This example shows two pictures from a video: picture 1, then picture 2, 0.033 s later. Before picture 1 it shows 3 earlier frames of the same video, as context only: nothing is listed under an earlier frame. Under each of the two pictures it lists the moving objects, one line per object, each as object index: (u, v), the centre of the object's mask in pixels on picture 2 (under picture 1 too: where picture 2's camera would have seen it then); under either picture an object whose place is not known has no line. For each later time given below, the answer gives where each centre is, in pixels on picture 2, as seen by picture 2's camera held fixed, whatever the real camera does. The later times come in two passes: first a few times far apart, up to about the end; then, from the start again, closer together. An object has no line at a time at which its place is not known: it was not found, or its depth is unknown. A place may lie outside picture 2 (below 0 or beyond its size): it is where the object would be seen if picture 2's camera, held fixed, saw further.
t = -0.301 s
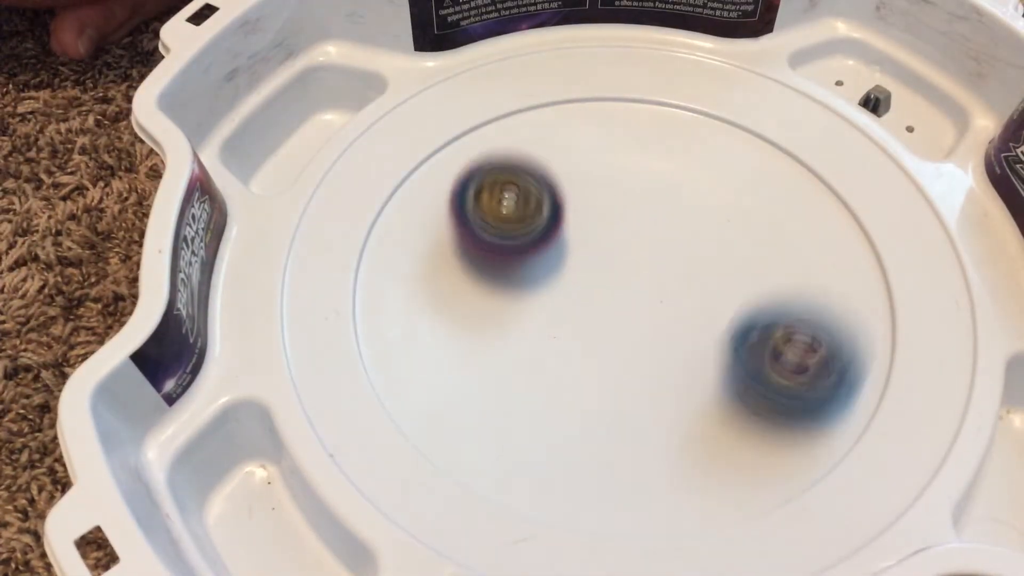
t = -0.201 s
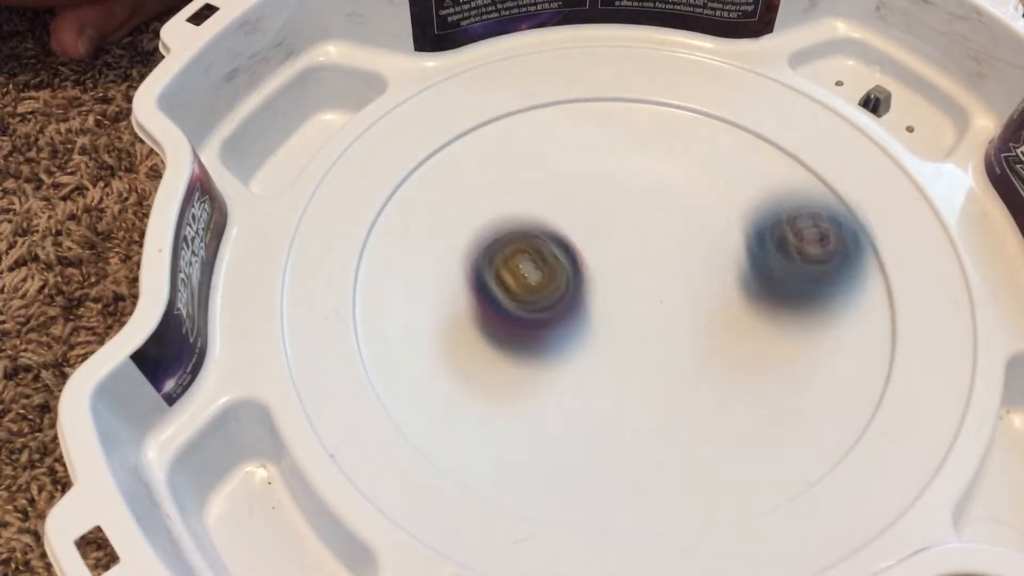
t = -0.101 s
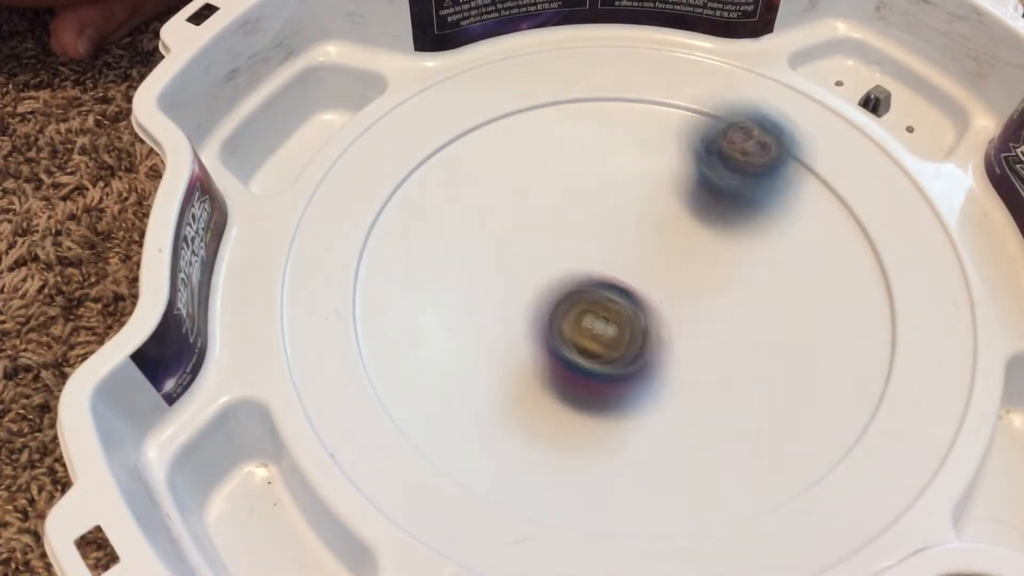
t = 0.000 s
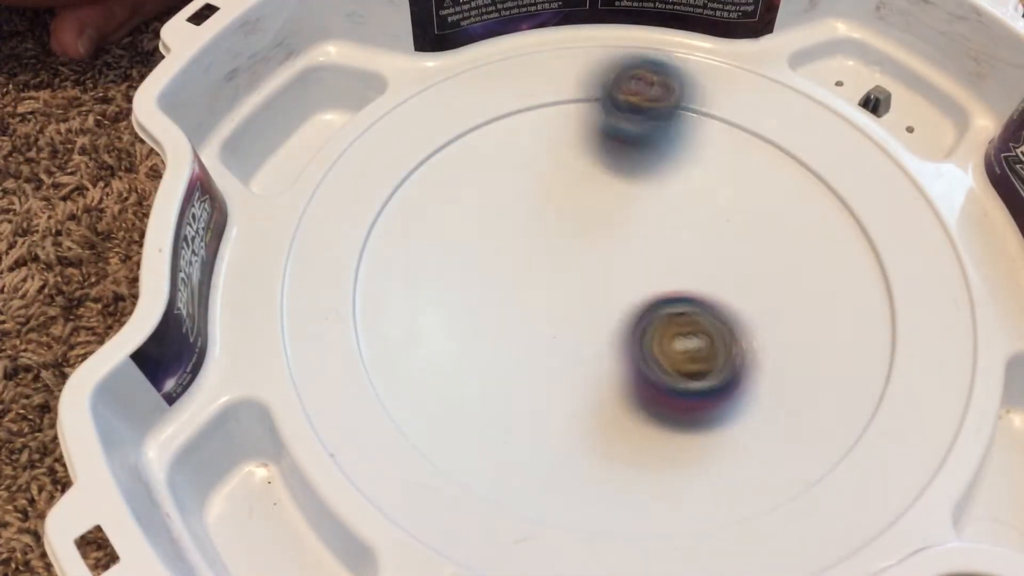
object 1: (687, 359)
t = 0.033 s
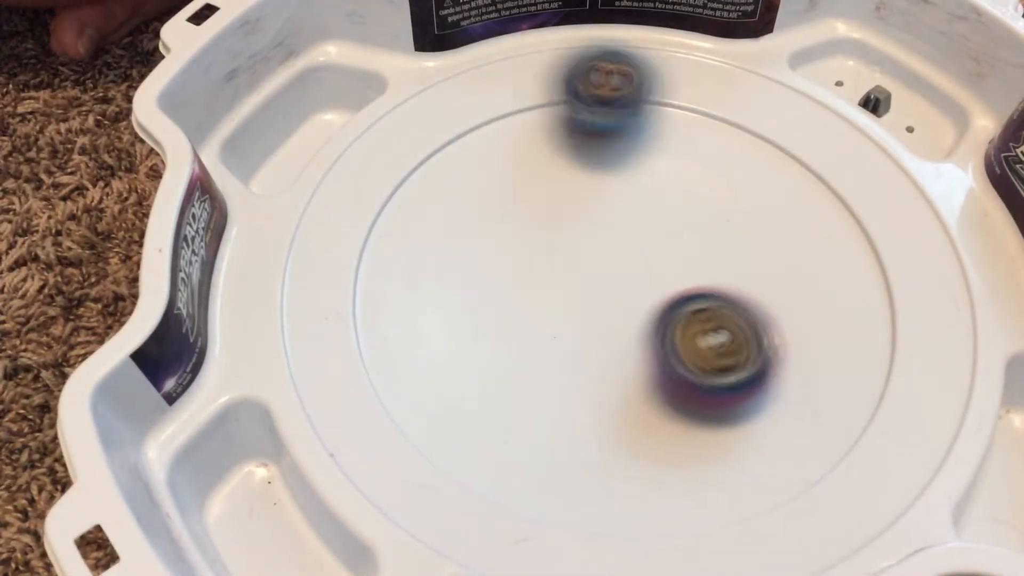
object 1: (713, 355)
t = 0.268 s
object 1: (790, 246)
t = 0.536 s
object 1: (646, 158)
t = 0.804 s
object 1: (516, 304)
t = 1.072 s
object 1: (701, 412)
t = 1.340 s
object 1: (800, 266)
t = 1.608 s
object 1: (533, 202)
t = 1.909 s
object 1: (518, 464)
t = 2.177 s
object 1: (874, 300)
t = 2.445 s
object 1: (543, 90)
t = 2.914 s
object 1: (863, 216)
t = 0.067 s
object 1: (736, 345)
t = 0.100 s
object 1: (755, 333)
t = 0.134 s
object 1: (770, 319)
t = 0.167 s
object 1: (780, 303)
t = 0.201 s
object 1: (787, 286)
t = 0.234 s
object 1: (790, 268)
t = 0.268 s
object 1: (790, 246)
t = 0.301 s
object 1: (786, 229)
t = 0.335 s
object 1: (778, 212)
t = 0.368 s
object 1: (765, 197)
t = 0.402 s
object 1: (749, 184)
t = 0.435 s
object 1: (727, 172)
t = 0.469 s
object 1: (704, 163)
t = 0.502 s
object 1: (676, 158)
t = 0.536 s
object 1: (646, 158)
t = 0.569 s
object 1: (616, 162)
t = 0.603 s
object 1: (589, 171)
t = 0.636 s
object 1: (565, 186)
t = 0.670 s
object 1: (545, 206)
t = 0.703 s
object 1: (529, 227)
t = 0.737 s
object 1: (519, 253)
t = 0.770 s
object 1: (514, 279)
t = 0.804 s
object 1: (516, 304)
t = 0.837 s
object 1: (524, 329)
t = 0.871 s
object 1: (540, 353)
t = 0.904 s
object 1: (559, 374)
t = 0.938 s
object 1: (584, 391)
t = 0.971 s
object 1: (611, 403)
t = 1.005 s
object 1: (640, 411)
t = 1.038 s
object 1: (669, 412)
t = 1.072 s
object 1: (701, 412)
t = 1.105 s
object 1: (728, 405)
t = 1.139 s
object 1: (752, 395)
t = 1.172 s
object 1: (774, 380)
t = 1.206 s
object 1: (792, 362)
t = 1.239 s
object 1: (803, 343)
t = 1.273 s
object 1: (808, 320)
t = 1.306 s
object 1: (807, 295)
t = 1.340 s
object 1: (800, 266)
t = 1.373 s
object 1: (784, 242)
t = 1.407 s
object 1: (761, 222)
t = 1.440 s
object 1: (731, 205)
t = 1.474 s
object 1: (699, 192)
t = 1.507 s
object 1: (658, 188)
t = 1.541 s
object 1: (616, 187)
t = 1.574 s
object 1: (575, 191)
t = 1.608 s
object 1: (533, 202)
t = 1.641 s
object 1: (496, 217)
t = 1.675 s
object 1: (462, 240)
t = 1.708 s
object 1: (436, 266)
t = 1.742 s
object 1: (418, 299)
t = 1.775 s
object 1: (410, 336)
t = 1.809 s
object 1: (413, 375)
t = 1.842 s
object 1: (429, 411)
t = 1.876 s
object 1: (468, 442)
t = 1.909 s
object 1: (518, 464)
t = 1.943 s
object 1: (572, 477)
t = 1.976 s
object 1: (640, 486)
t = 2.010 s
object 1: (702, 481)
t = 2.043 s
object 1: (759, 462)
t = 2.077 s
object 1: (810, 433)
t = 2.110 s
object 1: (846, 395)
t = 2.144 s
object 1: (867, 349)
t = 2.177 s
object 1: (874, 300)
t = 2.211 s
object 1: (868, 253)
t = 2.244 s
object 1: (849, 210)
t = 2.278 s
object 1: (820, 166)
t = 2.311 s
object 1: (777, 129)
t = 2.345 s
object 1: (724, 102)
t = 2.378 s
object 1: (665, 89)
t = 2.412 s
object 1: (604, 83)
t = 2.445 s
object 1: (543, 90)
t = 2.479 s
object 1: (483, 112)
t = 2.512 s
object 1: (427, 148)
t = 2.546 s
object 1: (388, 197)
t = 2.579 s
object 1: (371, 261)
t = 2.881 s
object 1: (881, 280)
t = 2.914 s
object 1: (863, 216)
